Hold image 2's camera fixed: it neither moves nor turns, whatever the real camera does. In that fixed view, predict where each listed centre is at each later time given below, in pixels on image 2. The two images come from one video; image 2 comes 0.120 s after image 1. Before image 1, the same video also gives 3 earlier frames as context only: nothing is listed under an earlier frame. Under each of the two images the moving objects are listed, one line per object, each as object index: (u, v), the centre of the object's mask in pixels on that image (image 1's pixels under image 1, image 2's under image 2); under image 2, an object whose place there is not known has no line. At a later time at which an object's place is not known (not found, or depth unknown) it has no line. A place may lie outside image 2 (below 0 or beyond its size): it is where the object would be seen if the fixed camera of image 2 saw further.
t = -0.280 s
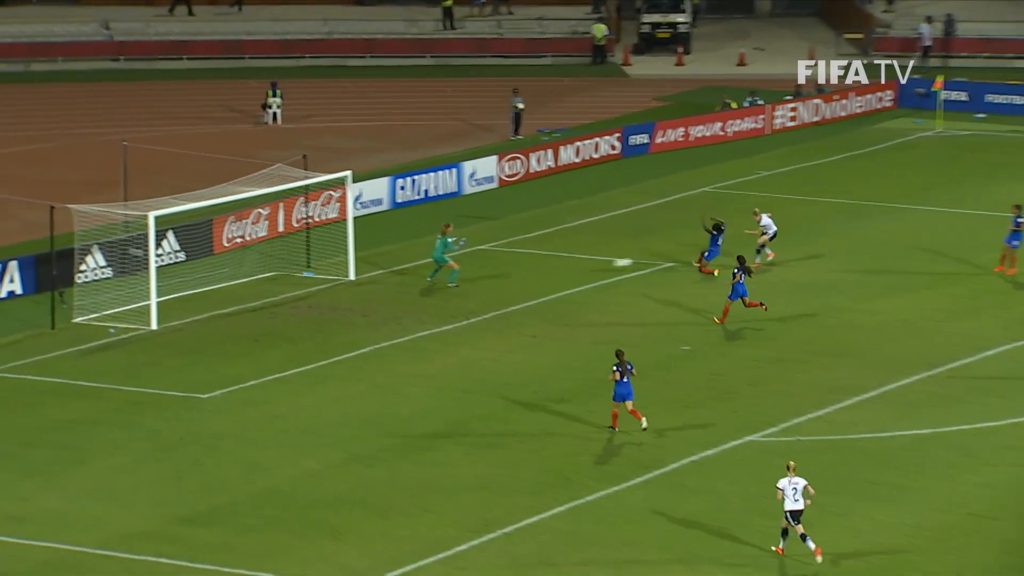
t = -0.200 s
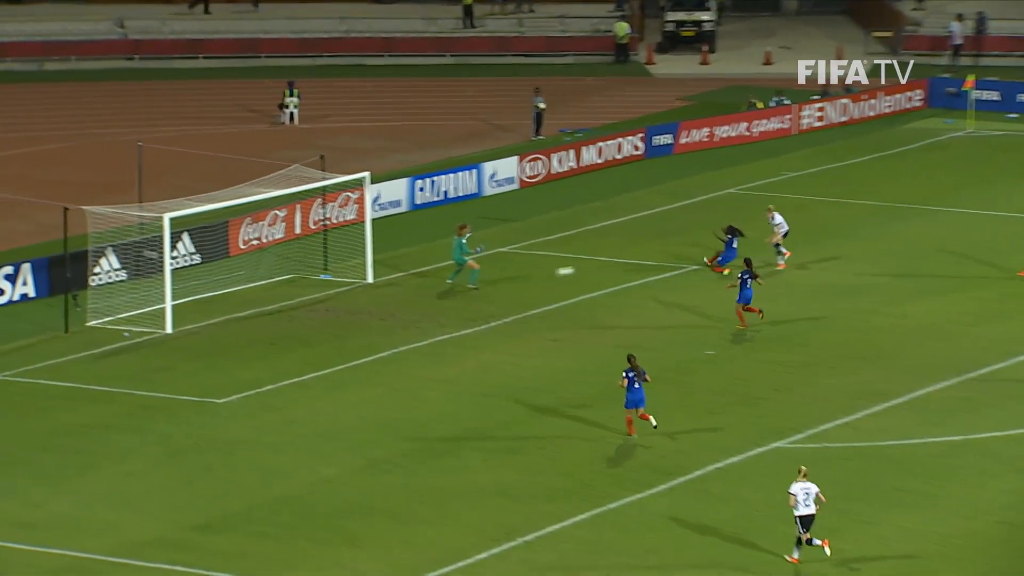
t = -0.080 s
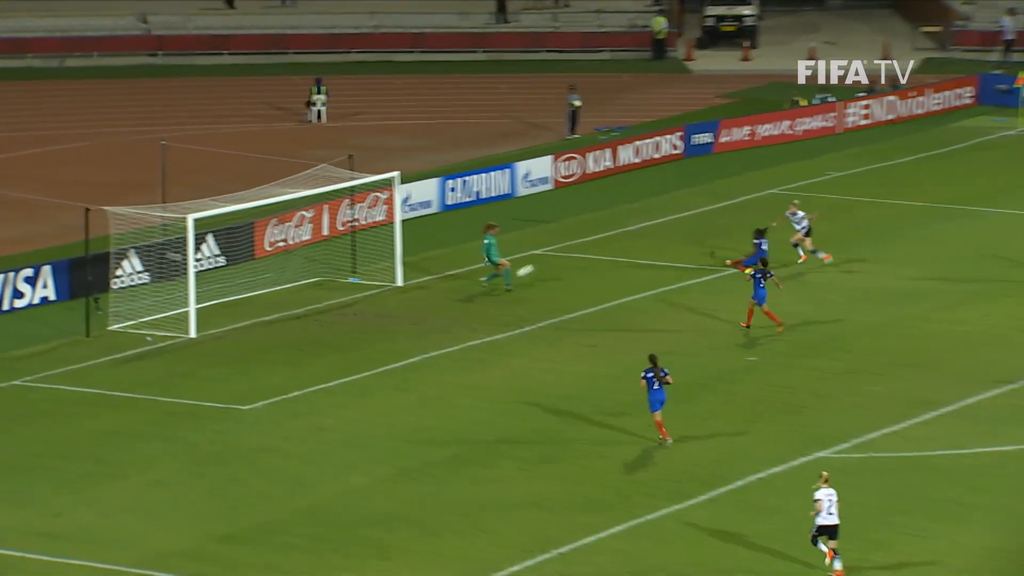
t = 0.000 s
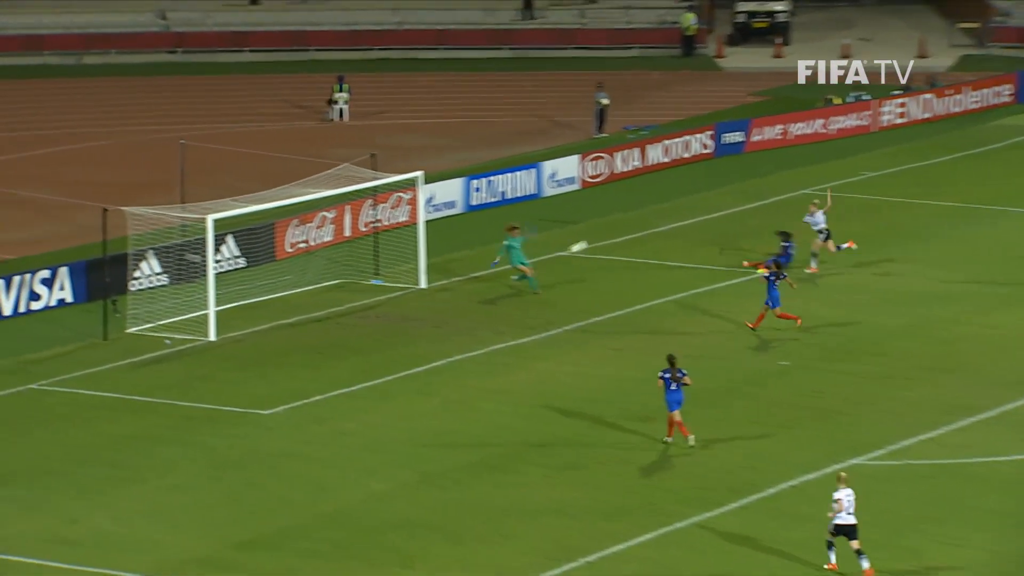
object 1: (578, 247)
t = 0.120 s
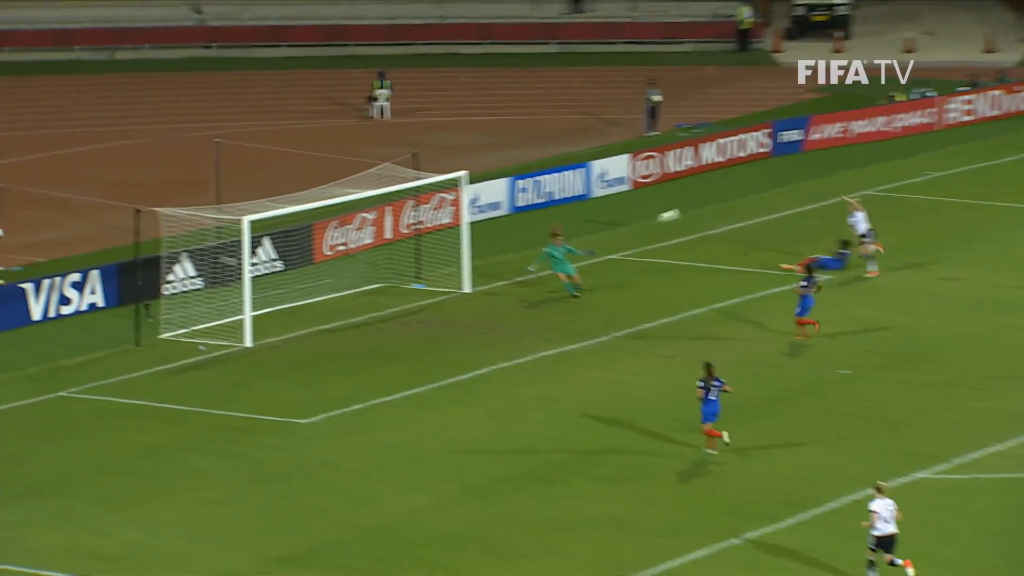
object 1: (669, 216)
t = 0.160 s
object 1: (685, 205)
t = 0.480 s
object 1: (780, 148)
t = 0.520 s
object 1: (787, 145)
